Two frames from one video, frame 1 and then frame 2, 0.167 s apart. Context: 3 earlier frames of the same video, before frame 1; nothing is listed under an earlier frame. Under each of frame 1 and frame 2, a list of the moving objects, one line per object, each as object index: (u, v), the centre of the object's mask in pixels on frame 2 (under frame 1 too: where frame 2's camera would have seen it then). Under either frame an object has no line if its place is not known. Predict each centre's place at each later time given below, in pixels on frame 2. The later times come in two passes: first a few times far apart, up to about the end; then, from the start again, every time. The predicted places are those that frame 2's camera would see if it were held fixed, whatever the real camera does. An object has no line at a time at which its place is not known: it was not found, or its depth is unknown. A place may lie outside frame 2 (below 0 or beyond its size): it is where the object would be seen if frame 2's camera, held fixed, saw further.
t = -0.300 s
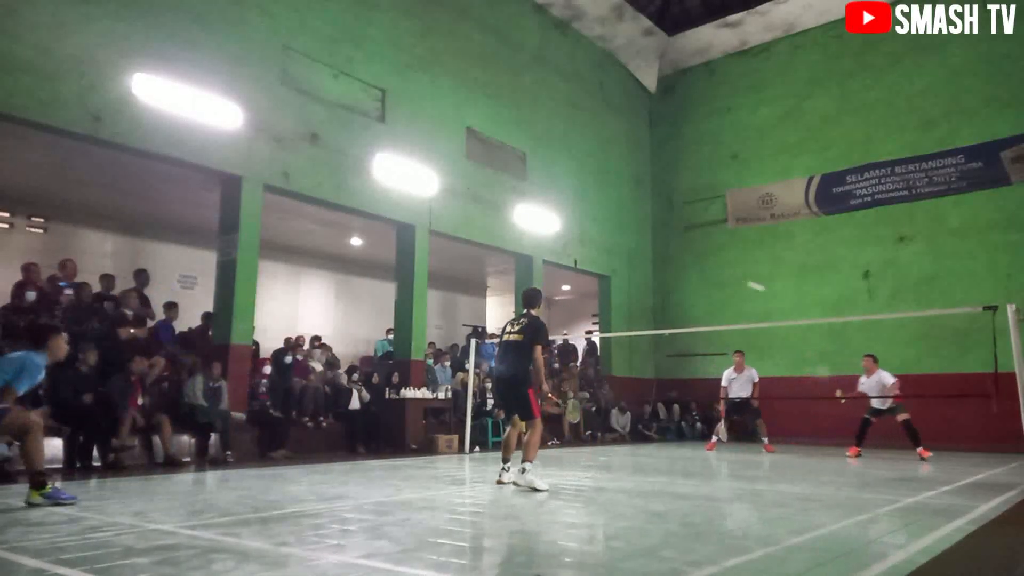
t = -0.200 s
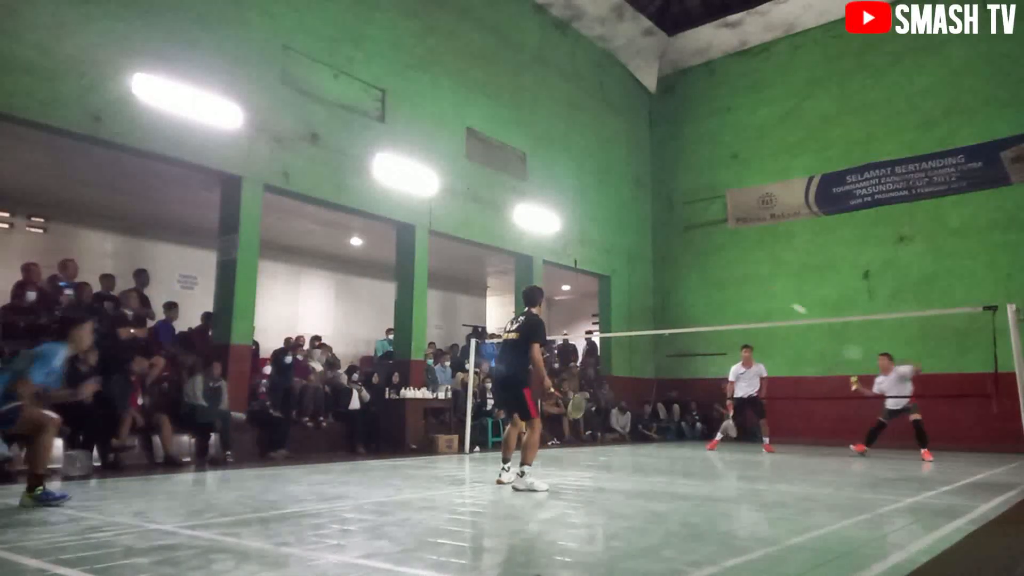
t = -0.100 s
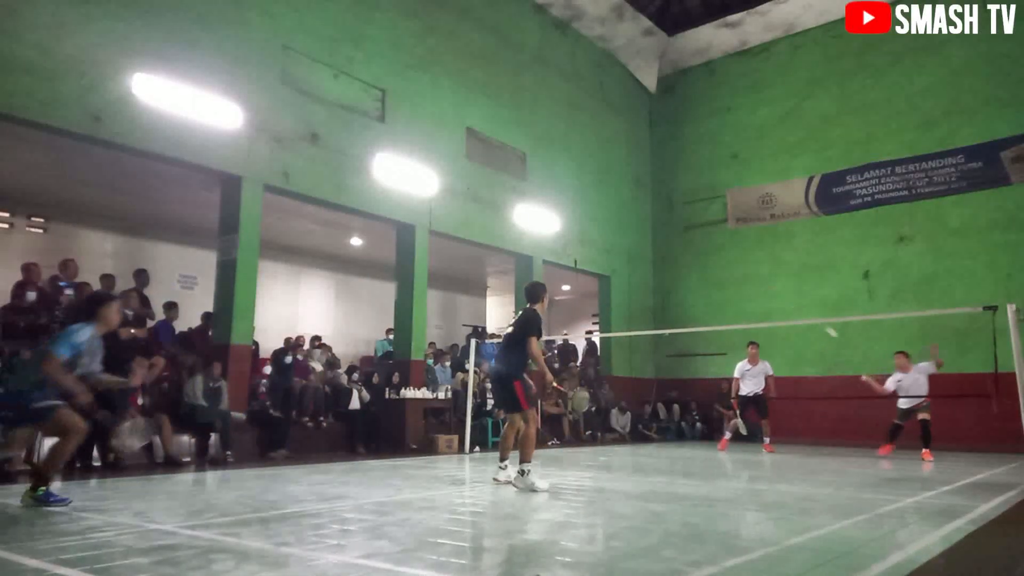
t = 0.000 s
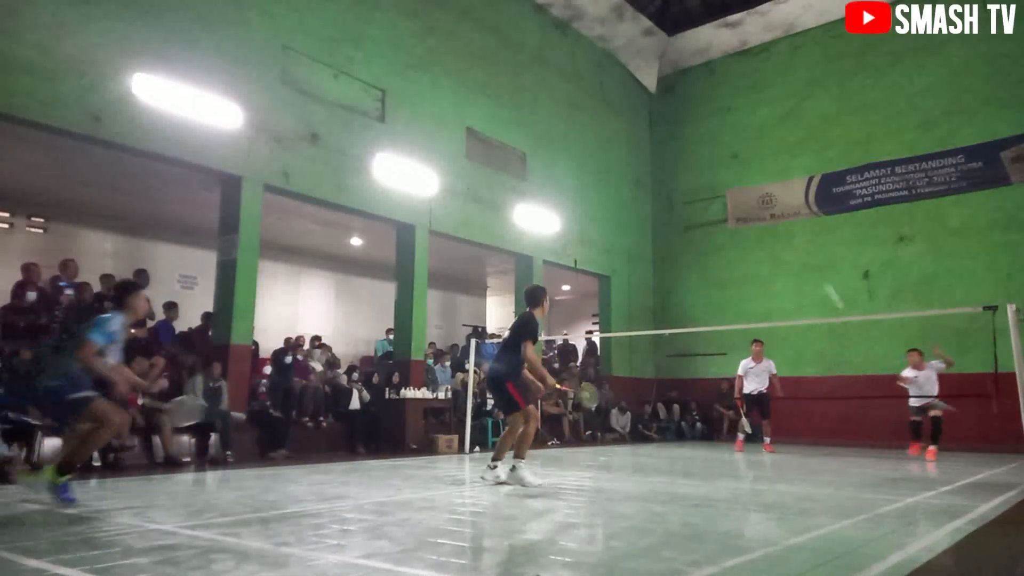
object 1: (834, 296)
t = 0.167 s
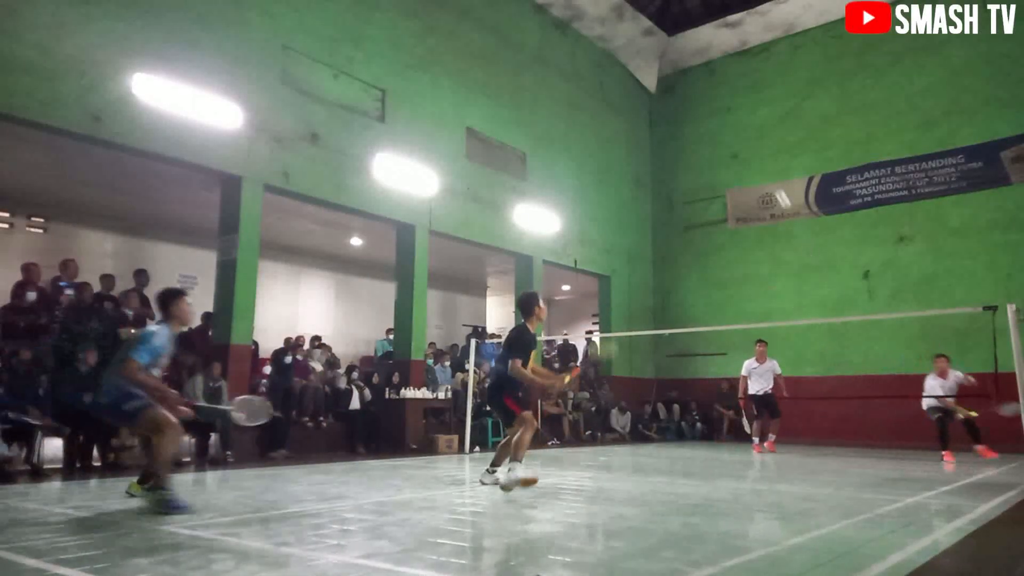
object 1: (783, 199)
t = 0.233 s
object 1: (765, 170)
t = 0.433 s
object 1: (714, 116)
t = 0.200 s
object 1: (774, 184)
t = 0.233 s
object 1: (765, 170)
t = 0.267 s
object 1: (757, 159)
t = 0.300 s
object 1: (748, 147)
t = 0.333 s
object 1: (740, 138)
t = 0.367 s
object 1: (732, 130)
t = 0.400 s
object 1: (723, 122)
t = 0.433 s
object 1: (714, 116)
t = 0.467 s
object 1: (706, 112)
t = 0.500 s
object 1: (697, 109)
